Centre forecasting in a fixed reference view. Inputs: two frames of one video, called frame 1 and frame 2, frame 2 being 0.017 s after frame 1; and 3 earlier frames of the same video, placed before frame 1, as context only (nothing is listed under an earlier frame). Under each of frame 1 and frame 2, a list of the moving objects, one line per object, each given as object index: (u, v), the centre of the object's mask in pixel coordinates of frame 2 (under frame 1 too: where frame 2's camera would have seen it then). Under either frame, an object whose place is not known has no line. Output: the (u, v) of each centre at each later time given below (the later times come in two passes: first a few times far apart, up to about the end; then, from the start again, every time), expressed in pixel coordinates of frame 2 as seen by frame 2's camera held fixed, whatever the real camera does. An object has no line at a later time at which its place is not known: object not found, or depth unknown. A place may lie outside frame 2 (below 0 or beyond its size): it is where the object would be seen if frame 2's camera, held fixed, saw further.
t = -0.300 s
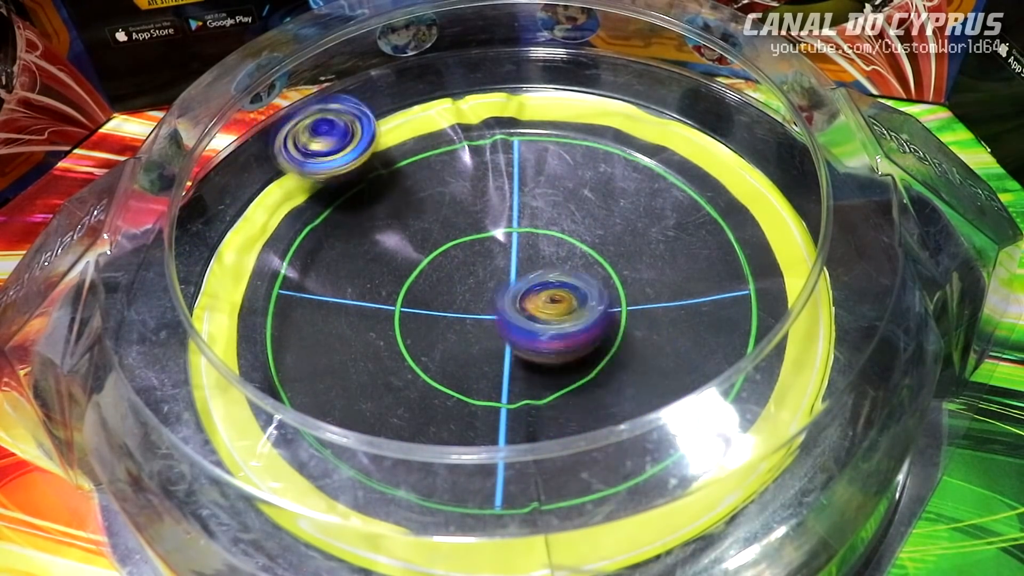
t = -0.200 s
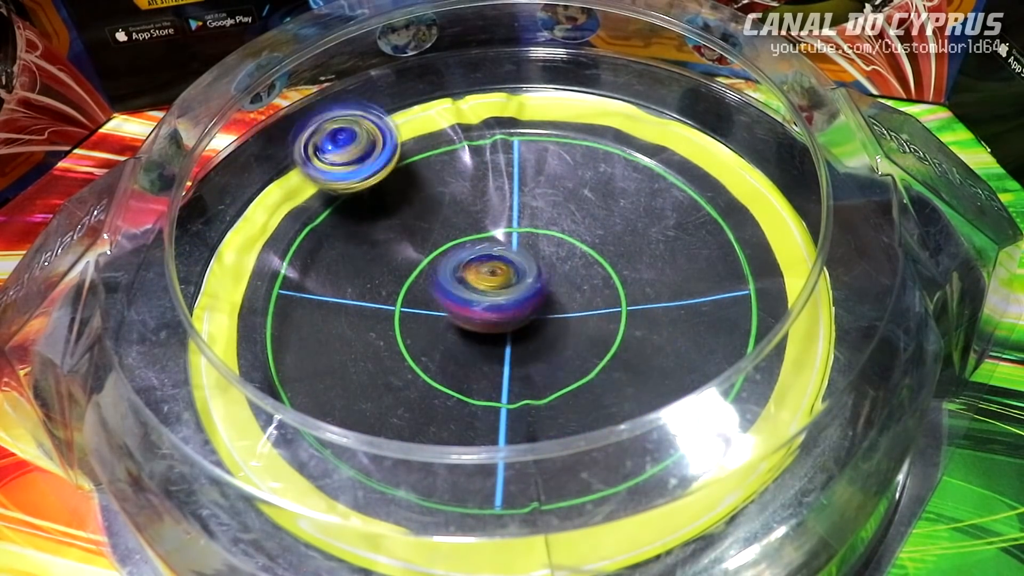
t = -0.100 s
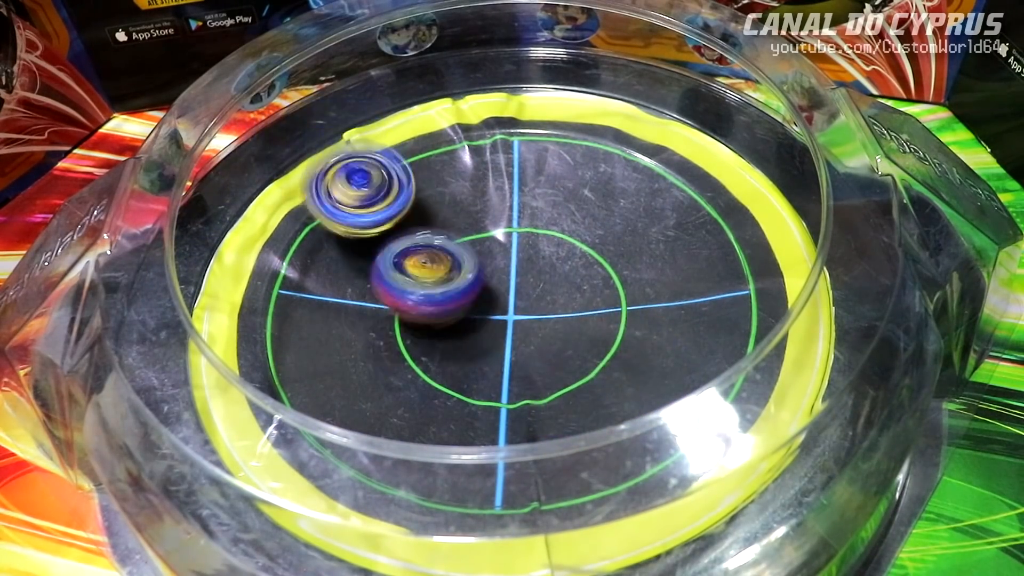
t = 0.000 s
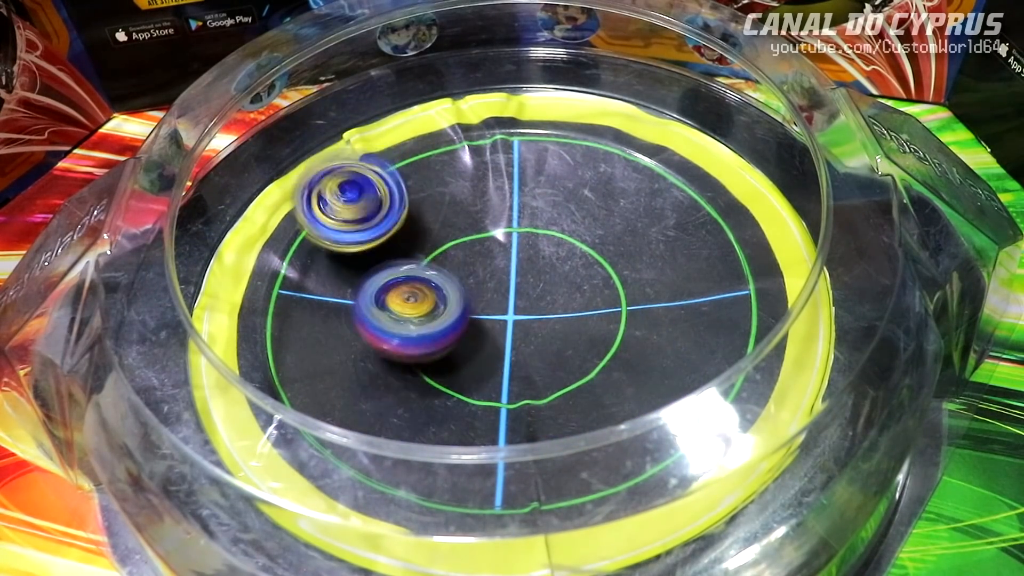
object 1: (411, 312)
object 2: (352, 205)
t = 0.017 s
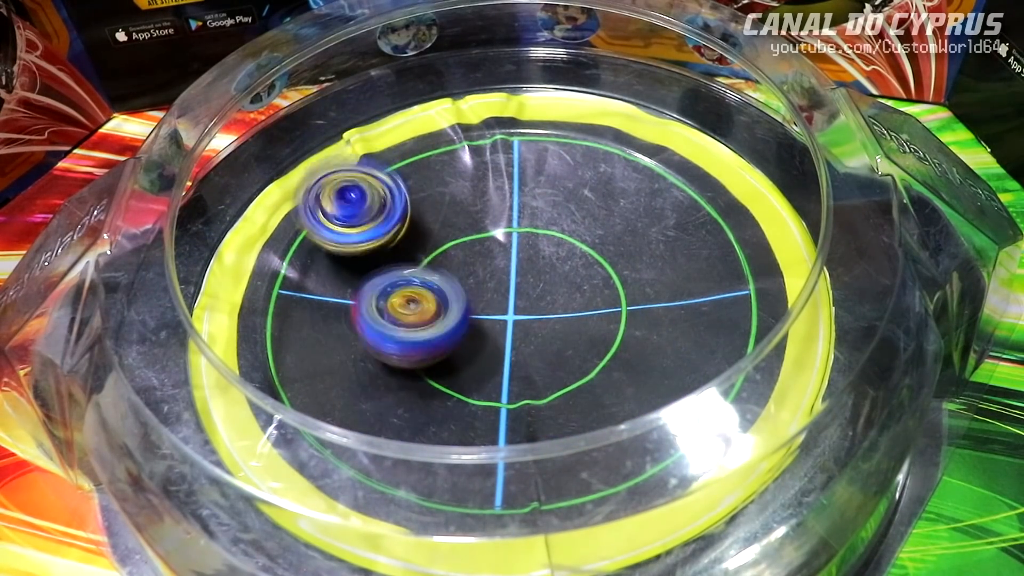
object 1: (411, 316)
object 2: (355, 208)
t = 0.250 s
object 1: (506, 341)
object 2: (488, 247)
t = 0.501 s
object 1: (559, 293)
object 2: (622, 175)
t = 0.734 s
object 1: (477, 291)
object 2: (646, 146)
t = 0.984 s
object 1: (459, 325)
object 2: (565, 265)
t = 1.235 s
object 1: (448, 330)
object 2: (585, 328)
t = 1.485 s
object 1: (457, 269)
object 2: (548, 329)
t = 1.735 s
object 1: (460, 190)
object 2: (488, 365)
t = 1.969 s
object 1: (502, 180)
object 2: (469, 342)
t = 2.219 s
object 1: (581, 209)
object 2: (427, 314)
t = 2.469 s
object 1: (625, 265)
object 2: (449, 299)
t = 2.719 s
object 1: (594, 342)
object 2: (476, 285)
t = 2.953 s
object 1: (513, 379)
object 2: (498, 284)
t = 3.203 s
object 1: (429, 338)
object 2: (539, 275)
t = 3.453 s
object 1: (433, 256)
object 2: (565, 273)
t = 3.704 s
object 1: (502, 194)
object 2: (532, 323)
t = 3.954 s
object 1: (559, 227)
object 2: (510, 337)
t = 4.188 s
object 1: (555, 277)
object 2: (465, 350)
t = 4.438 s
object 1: (555, 295)
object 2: (423, 302)
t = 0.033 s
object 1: (412, 320)
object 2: (357, 212)
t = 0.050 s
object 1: (413, 324)
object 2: (363, 218)
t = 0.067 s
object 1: (417, 328)
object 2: (367, 223)
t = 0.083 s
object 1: (421, 331)
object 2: (376, 228)
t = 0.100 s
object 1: (428, 334)
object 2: (385, 234)
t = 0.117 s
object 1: (435, 336)
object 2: (394, 239)
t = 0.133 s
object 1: (443, 340)
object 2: (405, 242)
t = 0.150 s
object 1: (451, 343)
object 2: (416, 243)
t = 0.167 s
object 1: (461, 345)
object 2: (430, 246)
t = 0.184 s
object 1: (469, 346)
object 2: (441, 245)
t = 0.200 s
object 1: (479, 346)
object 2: (452, 246)
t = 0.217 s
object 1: (488, 345)
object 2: (465, 247)
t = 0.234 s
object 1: (499, 343)
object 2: (477, 247)
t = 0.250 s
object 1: (506, 341)
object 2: (488, 247)
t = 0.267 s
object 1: (517, 341)
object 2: (499, 242)
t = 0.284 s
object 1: (523, 340)
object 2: (513, 237)
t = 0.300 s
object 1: (534, 338)
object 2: (522, 234)
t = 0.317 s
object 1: (541, 335)
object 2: (532, 230)
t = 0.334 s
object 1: (550, 331)
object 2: (542, 226)
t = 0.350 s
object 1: (555, 327)
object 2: (549, 221)
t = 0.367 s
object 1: (562, 321)
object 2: (557, 217)
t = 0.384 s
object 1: (567, 316)
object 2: (566, 212)
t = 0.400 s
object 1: (569, 310)
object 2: (574, 209)
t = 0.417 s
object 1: (573, 304)
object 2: (580, 204)
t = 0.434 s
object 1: (572, 299)
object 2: (587, 199)
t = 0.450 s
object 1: (570, 298)
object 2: (597, 193)
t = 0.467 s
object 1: (567, 297)
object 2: (606, 185)
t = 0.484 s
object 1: (563, 295)
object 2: (616, 180)
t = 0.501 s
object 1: (559, 293)
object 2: (622, 175)
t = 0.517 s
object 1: (555, 291)
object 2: (629, 170)
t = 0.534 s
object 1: (550, 289)
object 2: (634, 166)
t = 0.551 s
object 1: (545, 287)
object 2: (639, 162)
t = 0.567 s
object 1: (539, 285)
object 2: (645, 156)
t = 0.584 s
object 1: (533, 284)
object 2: (650, 152)
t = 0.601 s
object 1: (527, 284)
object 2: (655, 149)
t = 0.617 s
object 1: (520, 284)
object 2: (660, 145)
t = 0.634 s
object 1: (514, 283)
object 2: (662, 143)
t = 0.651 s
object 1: (507, 285)
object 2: (663, 141)
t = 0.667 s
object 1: (501, 286)
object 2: (661, 140)
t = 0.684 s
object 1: (494, 287)
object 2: (659, 140)
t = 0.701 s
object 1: (488, 288)
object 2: (656, 141)
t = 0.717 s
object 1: (482, 289)
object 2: (650, 144)
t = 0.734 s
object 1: (477, 291)
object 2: (646, 146)
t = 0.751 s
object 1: (472, 294)
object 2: (642, 151)
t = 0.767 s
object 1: (468, 296)
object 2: (636, 157)
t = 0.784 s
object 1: (464, 298)
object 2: (631, 164)
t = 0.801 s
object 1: (461, 302)
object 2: (625, 172)
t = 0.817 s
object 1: (457, 305)
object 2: (619, 181)
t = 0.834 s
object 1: (456, 307)
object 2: (614, 188)
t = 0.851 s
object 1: (454, 309)
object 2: (610, 198)
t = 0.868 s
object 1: (453, 312)
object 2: (604, 206)
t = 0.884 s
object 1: (453, 315)
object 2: (599, 215)
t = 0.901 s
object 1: (453, 317)
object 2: (593, 223)
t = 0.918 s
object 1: (454, 320)
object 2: (586, 232)
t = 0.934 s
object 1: (455, 321)
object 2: (579, 241)
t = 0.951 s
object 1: (457, 323)
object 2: (573, 249)
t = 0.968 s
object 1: (459, 325)
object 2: (567, 258)
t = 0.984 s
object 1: (459, 325)
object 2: (565, 265)
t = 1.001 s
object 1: (457, 327)
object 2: (565, 267)
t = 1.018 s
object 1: (457, 329)
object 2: (568, 274)
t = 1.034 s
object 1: (454, 331)
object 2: (569, 279)
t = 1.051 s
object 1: (450, 333)
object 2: (571, 281)
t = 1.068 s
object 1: (447, 335)
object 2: (573, 285)
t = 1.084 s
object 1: (444, 337)
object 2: (575, 290)
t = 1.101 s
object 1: (443, 338)
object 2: (576, 295)
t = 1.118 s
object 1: (441, 338)
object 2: (578, 299)
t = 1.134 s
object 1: (441, 338)
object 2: (580, 305)
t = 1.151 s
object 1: (440, 338)
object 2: (580, 309)
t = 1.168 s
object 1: (440, 338)
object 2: (581, 314)
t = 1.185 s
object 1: (442, 336)
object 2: (584, 319)
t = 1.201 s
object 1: (443, 335)
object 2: (585, 321)
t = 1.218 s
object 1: (445, 333)
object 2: (585, 325)
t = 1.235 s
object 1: (448, 330)
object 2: (585, 328)
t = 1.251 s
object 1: (450, 328)
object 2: (585, 331)
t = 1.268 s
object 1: (453, 325)
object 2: (585, 332)
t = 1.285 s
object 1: (454, 322)
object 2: (583, 333)
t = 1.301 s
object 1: (457, 319)
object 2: (582, 333)
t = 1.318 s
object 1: (458, 315)
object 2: (580, 334)
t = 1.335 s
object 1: (460, 311)
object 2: (577, 335)
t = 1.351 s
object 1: (461, 306)
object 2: (574, 336)
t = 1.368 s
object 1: (460, 301)
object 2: (574, 335)
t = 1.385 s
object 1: (460, 296)
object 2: (573, 337)
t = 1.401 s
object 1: (460, 292)
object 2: (570, 336)
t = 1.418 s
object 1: (459, 287)
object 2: (567, 335)
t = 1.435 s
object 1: (459, 282)
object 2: (563, 335)
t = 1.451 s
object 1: (459, 278)
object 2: (561, 333)
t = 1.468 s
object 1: (458, 273)
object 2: (556, 332)
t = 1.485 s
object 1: (457, 269)
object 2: (548, 329)
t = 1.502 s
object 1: (457, 266)
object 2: (544, 328)
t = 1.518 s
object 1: (456, 263)
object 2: (538, 326)
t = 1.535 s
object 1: (454, 257)
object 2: (531, 324)
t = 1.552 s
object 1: (456, 247)
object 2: (523, 330)
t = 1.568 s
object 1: (453, 238)
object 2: (518, 336)
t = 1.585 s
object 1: (454, 230)
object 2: (516, 341)
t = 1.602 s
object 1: (454, 224)
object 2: (511, 344)
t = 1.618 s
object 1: (453, 218)
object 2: (509, 348)
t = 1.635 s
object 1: (454, 214)
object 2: (507, 351)
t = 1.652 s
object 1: (454, 210)
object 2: (506, 353)
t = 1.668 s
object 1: (453, 204)
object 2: (502, 355)
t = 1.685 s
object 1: (456, 201)
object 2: (498, 358)
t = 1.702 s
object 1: (457, 197)
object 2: (495, 360)
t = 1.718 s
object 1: (457, 193)
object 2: (490, 364)
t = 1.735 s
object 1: (460, 190)
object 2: (488, 365)
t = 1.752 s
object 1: (460, 187)
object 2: (480, 367)
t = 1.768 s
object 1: (462, 184)
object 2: (476, 369)
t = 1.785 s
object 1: (466, 182)
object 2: (474, 369)
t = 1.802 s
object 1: (467, 180)
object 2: (471, 369)
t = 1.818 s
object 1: (471, 178)
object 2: (469, 370)
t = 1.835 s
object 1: (474, 177)
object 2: (467, 369)
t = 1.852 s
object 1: (477, 176)
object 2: (468, 367)
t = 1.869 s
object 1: (481, 174)
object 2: (467, 368)
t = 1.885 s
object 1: (484, 175)
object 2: (466, 365)
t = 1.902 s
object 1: (487, 175)
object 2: (466, 361)
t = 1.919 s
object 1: (491, 175)
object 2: (467, 357)
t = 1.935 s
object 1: (494, 176)
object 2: (467, 352)
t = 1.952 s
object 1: (498, 177)
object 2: (468, 347)
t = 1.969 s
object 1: (502, 180)
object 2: (469, 342)
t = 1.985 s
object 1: (504, 182)
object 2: (468, 337)
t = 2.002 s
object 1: (509, 184)
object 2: (470, 331)
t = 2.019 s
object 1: (513, 187)
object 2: (471, 325)
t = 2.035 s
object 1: (515, 190)
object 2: (473, 321)
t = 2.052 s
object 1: (518, 192)
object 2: (474, 316)
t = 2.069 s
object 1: (523, 196)
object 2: (475, 311)
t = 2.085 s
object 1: (524, 199)
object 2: (478, 305)
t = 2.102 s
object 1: (527, 203)
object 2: (480, 302)
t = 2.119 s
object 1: (530, 209)
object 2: (482, 298)
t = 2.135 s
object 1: (536, 211)
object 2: (475, 294)
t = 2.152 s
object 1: (547, 208)
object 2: (462, 305)
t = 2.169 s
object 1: (560, 206)
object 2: (449, 307)
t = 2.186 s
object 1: (569, 206)
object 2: (442, 311)
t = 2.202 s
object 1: (575, 208)
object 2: (432, 312)
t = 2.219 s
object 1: (581, 209)
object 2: (427, 314)
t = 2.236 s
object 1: (587, 211)
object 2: (425, 314)
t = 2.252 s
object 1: (593, 213)
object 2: (422, 313)
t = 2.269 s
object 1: (597, 215)
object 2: (421, 313)
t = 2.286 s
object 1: (601, 218)
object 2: (419, 313)
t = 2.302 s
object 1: (605, 221)
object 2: (419, 312)
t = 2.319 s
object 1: (611, 225)
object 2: (420, 311)
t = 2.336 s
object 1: (613, 228)
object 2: (420, 310)
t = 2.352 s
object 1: (616, 231)
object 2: (421, 310)
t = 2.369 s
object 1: (620, 235)
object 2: (424, 307)
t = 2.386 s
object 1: (622, 240)
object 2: (429, 306)
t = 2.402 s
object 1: (623, 245)
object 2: (433, 304)
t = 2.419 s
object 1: (625, 249)
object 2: (438, 305)
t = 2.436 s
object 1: (625, 255)
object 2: (440, 303)
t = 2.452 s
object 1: (626, 260)
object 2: (445, 302)
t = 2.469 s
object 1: (625, 265)
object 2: (449, 299)
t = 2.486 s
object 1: (625, 270)
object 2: (455, 299)
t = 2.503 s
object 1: (624, 275)
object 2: (458, 297)
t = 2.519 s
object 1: (623, 281)
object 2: (467, 298)
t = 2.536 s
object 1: (621, 285)
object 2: (470, 298)
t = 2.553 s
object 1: (619, 291)
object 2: (476, 299)
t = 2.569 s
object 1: (616, 296)
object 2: (478, 299)
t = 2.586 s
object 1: (612, 302)
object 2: (484, 300)
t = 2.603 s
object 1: (609, 307)
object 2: (485, 301)
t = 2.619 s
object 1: (611, 313)
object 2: (479, 299)
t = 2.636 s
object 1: (610, 319)
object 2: (474, 297)
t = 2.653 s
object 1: (608, 324)
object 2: (470, 293)
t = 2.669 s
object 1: (606, 329)
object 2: (469, 289)
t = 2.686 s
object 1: (601, 334)
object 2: (470, 287)
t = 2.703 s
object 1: (599, 338)
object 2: (471, 286)
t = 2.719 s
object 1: (594, 342)
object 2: (476, 285)
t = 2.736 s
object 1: (589, 347)
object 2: (480, 287)
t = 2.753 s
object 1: (584, 350)
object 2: (481, 288)
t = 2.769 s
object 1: (579, 353)
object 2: (484, 290)
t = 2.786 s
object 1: (574, 358)
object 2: (486, 290)
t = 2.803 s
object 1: (570, 362)
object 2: (485, 289)
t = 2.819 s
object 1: (564, 365)
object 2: (487, 285)
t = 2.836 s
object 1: (558, 369)
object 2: (492, 284)
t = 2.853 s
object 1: (552, 372)
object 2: (494, 285)
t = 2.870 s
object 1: (544, 374)
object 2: (497, 285)
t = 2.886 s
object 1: (539, 376)
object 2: (498, 285)
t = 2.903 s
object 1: (533, 377)
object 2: (497, 285)
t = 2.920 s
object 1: (525, 378)
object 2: (499, 286)
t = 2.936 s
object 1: (518, 379)
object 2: (497, 284)
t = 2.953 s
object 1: (513, 379)
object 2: (498, 284)
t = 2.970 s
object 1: (505, 378)
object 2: (497, 283)
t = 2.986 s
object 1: (497, 377)
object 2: (498, 280)
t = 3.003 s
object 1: (490, 376)
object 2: (499, 279)
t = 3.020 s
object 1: (483, 375)
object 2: (502, 277)
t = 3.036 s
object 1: (476, 374)
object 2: (506, 276)
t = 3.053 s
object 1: (468, 371)
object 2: (510, 276)
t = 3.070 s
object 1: (463, 370)
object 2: (517, 276)
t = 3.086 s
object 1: (459, 367)
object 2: (519, 277)
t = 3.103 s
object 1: (453, 364)
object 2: (522, 276)
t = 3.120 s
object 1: (447, 361)
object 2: (525, 275)
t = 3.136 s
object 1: (444, 357)
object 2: (526, 275)
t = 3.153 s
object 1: (441, 352)
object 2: (530, 274)
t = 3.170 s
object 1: (435, 347)
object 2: (532, 274)
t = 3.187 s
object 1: (431, 342)
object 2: (536, 274)
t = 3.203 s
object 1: (429, 338)
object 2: (539, 275)
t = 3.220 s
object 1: (427, 333)
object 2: (540, 276)
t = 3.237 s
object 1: (425, 327)
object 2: (540, 275)
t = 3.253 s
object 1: (423, 321)
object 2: (540, 273)
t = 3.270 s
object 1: (423, 317)
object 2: (541, 274)
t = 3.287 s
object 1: (423, 312)
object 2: (543, 273)
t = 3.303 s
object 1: (422, 305)
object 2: (544, 274)
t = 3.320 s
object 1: (422, 299)
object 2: (544, 275)
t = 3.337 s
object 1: (424, 295)
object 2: (543, 275)
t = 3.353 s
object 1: (422, 289)
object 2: (547, 276)
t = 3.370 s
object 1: (421, 281)
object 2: (552, 276)
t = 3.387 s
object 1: (423, 276)
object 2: (555, 275)
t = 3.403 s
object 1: (424, 270)
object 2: (559, 274)
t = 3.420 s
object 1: (426, 266)
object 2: (561, 275)
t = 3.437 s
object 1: (428, 260)
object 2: (562, 273)
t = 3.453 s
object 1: (433, 256)
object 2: (565, 273)
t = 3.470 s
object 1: (435, 251)
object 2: (565, 274)
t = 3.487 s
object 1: (437, 245)
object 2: (565, 273)
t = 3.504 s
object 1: (441, 240)
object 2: (564, 272)
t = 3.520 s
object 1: (448, 238)
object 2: (563, 273)
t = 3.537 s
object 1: (453, 234)
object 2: (561, 273)
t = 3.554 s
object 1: (456, 230)
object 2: (561, 273)
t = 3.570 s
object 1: (460, 225)
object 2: (558, 273)
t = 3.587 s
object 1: (467, 223)
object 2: (553, 273)
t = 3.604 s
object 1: (471, 217)
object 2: (552, 279)
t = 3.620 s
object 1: (475, 212)
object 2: (552, 288)
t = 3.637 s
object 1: (479, 204)
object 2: (549, 295)
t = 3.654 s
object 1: (486, 199)
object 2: (545, 303)
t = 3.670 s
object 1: (492, 197)
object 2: (541, 311)
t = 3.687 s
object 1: (498, 196)
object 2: (536, 317)
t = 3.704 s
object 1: (502, 194)
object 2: (532, 323)
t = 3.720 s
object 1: (507, 192)
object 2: (529, 326)
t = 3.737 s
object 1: (512, 193)
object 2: (526, 329)
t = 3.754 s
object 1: (515, 193)
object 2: (523, 332)
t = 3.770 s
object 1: (519, 193)
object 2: (520, 334)
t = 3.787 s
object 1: (524, 193)
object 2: (517, 336)
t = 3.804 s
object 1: (530, 195)
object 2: (514, 337)
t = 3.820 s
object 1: (533, 198)
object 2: (514, 338)
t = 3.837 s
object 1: (537, 200)
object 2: (513, 338)
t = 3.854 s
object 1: (540, 202)
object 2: (512, 338)
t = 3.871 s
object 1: (546, 205)
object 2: (511, 338)
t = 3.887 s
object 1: (550, 209)
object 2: (511, 338)
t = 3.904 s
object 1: (552, 214)
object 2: (511, 337)
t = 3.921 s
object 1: (554, 218)
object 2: (511, 337)
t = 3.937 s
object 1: (557, 223)
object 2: (510, 337)
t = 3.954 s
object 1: (559, 227)
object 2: (510, 337)
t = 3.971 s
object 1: (560, 232)
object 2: (510, 337)
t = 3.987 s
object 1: (560, 237)
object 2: (510, 337)
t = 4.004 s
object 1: (561, 242)
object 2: (511, 336)
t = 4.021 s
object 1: (563, 245)
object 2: (508, 338)
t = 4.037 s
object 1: (564, 248)
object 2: (503, 342)
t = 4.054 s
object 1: (564, 252)
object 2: (500, 344)
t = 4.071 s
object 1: (563, 257)
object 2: (497, 346)
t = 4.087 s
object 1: (562, 261)
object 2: (496, 346)
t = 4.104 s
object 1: (562, 265)
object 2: (496, 346)
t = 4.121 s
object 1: (560, 268)
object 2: (493, 347)
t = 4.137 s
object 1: (559, 270)
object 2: (484, 349)
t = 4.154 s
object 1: (557, 273)
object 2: (476, 352)
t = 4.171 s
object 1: (556, 275)
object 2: (470, 352)
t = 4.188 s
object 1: (555, 277)
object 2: (465, 350)
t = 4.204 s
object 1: (553, 280)
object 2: (462, 347)
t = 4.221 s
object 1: (549, 283)
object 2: (461, 343)
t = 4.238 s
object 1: (547, 284)
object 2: (458, 340)
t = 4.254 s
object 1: (543, 285)
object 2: (452, 337)
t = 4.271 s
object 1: (542, 286)
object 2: (447, 335)
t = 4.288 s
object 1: (541, 287)
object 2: (446, 333)
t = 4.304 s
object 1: (543, 287)
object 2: (439, 330)
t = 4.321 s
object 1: (548, 288)
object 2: (431, 328)
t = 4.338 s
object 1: (553, 288)
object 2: (425, 325)
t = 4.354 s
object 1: (557, 290)
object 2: (422, 321)
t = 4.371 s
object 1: (558, 292)
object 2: (420, 318)
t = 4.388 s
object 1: (559, 293)
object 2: (419, 313)
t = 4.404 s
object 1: (559, 295)
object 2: (419, 310)
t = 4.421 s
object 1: (558, 295)
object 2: (420, 307)
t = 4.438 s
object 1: (555, 295)
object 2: (423, 302)
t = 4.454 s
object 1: (552, 295)
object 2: (427, 298)
